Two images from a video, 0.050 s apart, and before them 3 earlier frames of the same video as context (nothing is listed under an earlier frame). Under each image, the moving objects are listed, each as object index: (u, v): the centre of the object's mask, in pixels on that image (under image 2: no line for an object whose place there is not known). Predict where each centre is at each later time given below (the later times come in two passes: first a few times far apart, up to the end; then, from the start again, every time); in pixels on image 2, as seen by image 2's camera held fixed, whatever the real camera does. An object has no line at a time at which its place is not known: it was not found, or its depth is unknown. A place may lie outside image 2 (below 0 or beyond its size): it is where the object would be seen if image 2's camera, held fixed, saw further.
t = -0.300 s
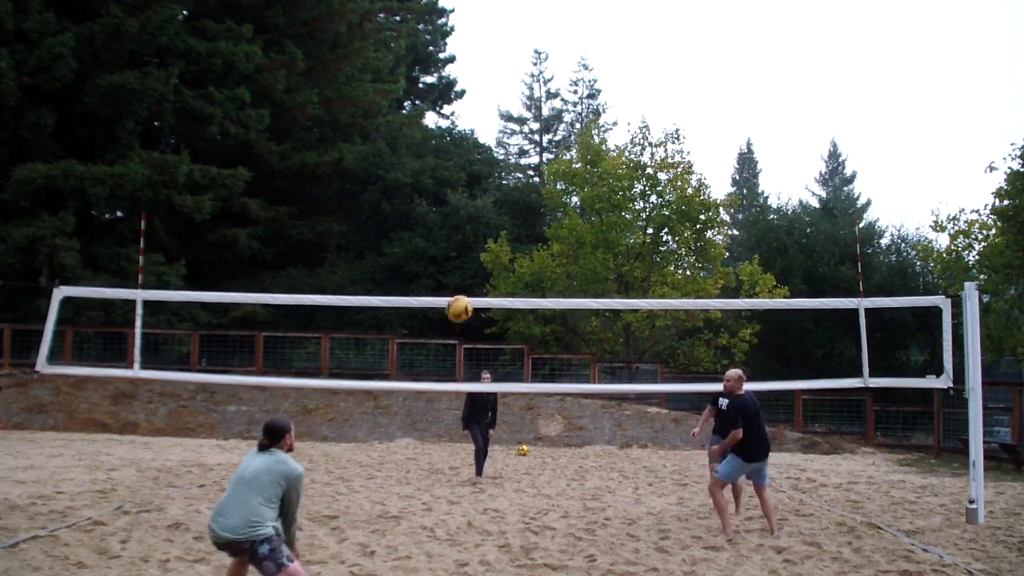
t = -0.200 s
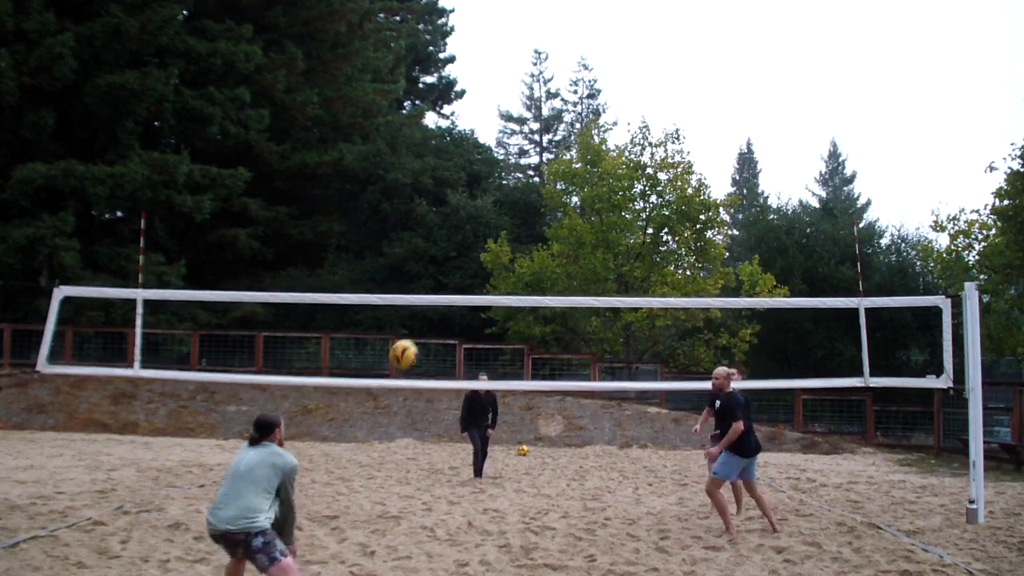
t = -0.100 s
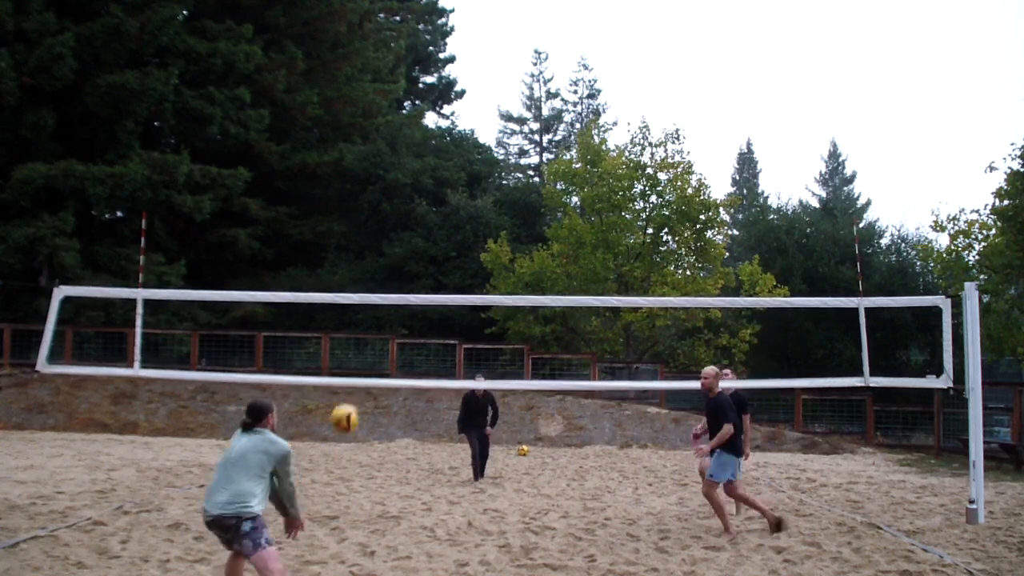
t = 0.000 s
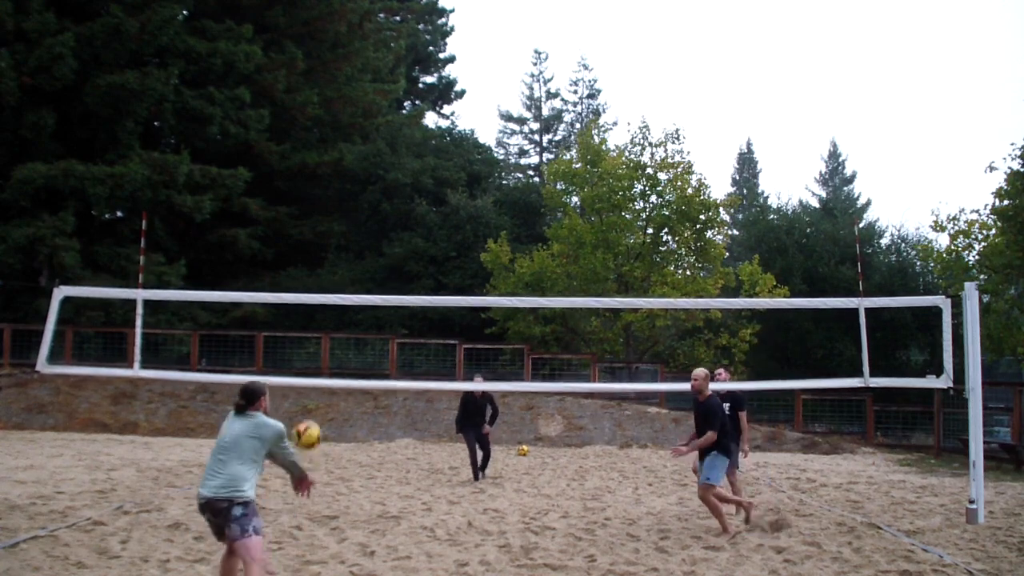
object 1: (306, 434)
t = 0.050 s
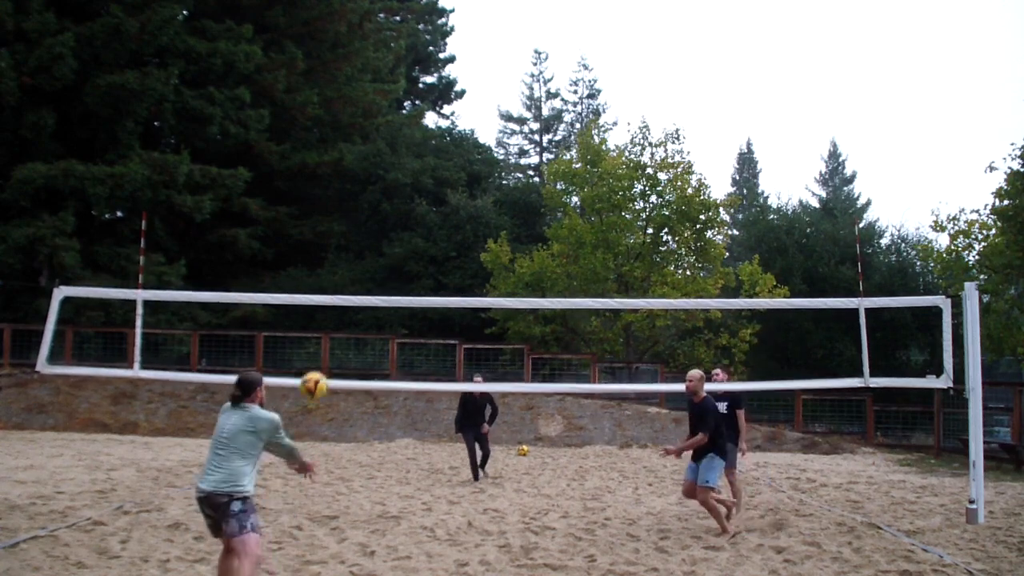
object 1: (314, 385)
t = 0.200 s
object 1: (333, 268)
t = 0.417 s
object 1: (357, 164)
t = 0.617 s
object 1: (375, 124)
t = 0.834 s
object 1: (390, 131)
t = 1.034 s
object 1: (401, 178)
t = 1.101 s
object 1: (404, 201)
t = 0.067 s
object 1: (316, 370)
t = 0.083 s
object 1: (318, 357)
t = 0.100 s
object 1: (320, 342)
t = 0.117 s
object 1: (323, 329)
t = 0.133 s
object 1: (325, 317)
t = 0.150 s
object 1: (327, 304)
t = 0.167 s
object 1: (329, 290)
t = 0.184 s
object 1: (331, 279)
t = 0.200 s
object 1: (333, 268)
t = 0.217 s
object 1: (335, 257)
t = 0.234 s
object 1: (337, 247)
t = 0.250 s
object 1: (339, 237)
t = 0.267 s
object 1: (341, 228)
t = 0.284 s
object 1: (343, 219)
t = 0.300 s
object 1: (345, 211)
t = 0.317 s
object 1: (347, 203)
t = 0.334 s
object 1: (349, 195)
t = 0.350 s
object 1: (350, 188)
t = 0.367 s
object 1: (352, 181)
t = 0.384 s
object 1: (354, 175)
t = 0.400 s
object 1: (355, 169)
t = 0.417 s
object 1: (357, 164)
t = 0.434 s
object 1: (359, 158)
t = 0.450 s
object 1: (361, 153)
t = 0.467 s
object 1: (362, 149)
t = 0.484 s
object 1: (364, 145)
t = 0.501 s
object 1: (365, 141)
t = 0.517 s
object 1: (367, 137)
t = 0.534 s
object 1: (368, 134)
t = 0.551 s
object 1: (369, 132)
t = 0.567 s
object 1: (371, 129)
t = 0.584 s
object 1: (372, 127)
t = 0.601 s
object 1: (374, 125)
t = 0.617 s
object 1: (375, 124)
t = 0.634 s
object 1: (376, 122)
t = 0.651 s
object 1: (378, 122)
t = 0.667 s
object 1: (379, 122)
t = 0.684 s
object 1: (380, 121)
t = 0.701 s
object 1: (381, 121)
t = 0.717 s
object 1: (383, 122)
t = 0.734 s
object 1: (384, 122)
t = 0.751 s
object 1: (385, 123)
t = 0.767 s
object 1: (386, 124)
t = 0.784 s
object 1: (387, 126)
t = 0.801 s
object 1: (388, 127)
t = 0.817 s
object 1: (389, 129)
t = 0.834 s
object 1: (390, 131)
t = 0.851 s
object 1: (391, 134)
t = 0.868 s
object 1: (392, 136)
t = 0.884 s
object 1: (393, 140)
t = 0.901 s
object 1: (394, 143)
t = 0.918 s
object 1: (395, 147)
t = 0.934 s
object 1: (395, 150)
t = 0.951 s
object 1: (397, 154)
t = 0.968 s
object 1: (398, 159)
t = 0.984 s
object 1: (398, 163)
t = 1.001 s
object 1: (399, 167)
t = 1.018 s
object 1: (400, 173)
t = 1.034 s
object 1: (401, 178)
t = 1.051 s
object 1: (402, 184)
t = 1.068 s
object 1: (403, 190)
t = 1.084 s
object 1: (403, 195)
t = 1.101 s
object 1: (404, 201)
